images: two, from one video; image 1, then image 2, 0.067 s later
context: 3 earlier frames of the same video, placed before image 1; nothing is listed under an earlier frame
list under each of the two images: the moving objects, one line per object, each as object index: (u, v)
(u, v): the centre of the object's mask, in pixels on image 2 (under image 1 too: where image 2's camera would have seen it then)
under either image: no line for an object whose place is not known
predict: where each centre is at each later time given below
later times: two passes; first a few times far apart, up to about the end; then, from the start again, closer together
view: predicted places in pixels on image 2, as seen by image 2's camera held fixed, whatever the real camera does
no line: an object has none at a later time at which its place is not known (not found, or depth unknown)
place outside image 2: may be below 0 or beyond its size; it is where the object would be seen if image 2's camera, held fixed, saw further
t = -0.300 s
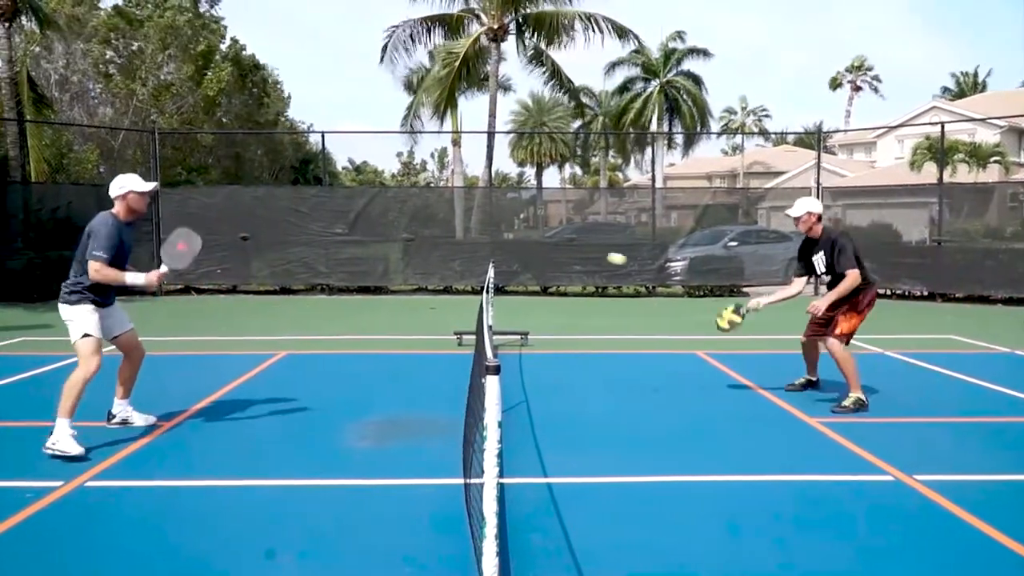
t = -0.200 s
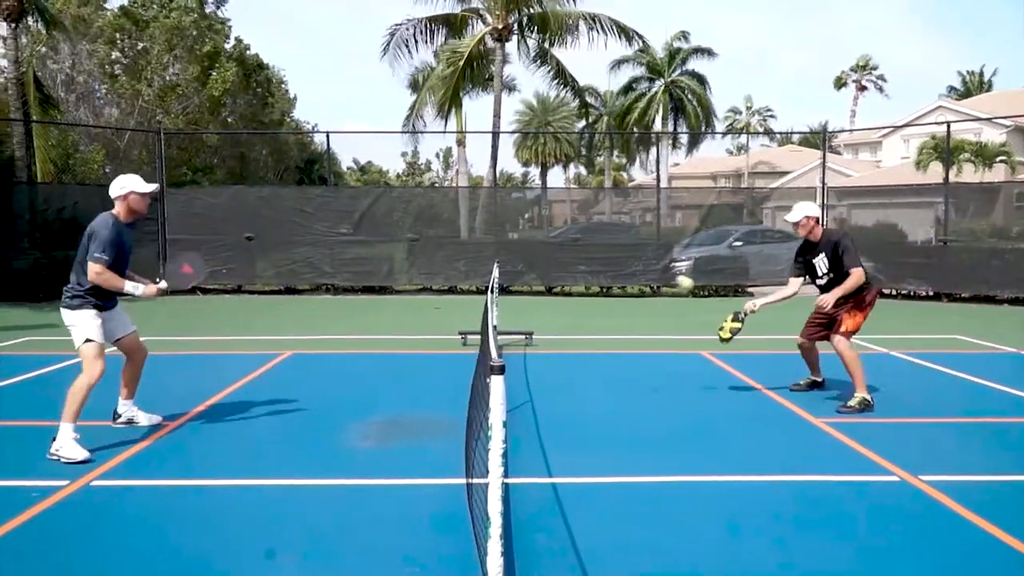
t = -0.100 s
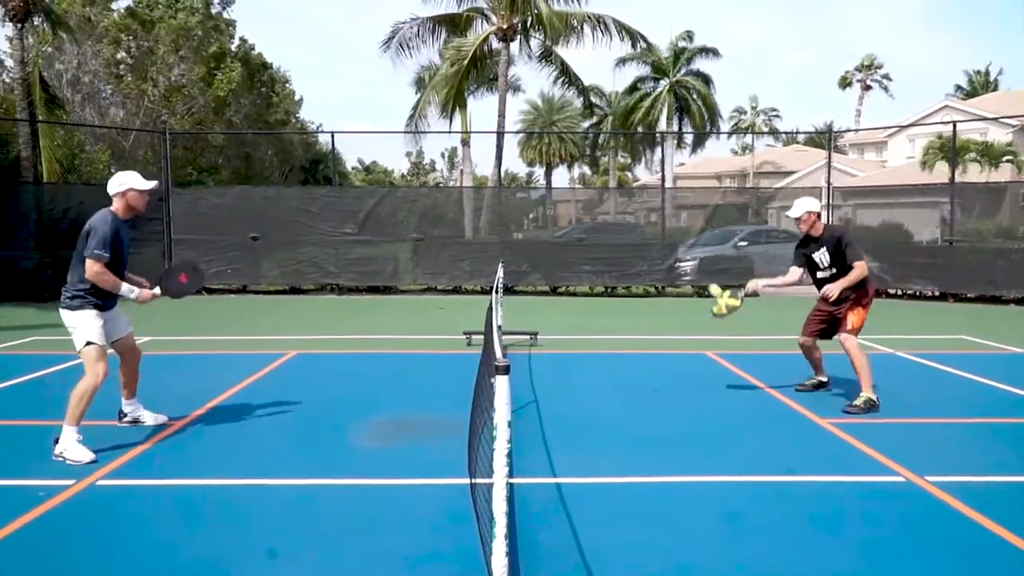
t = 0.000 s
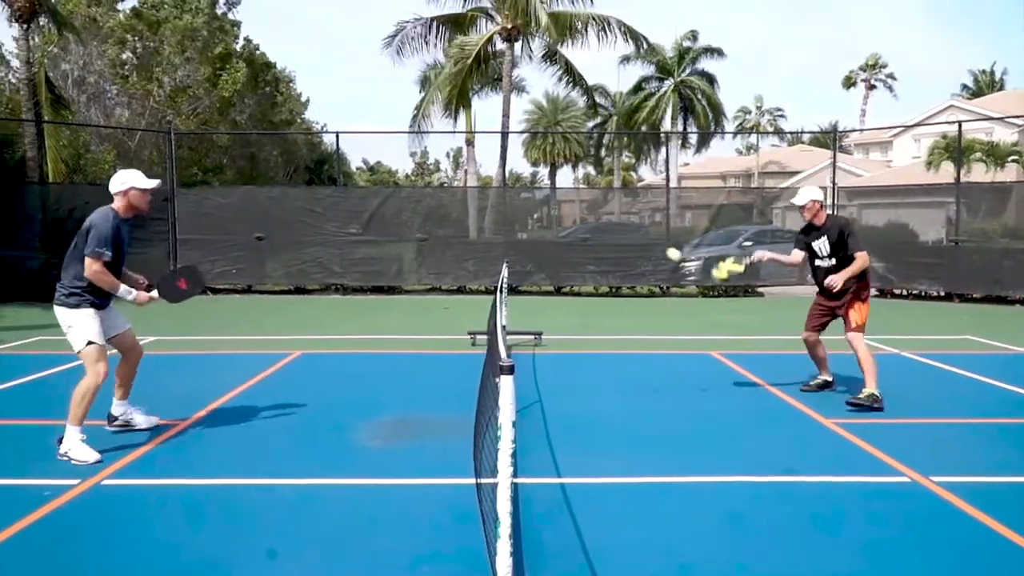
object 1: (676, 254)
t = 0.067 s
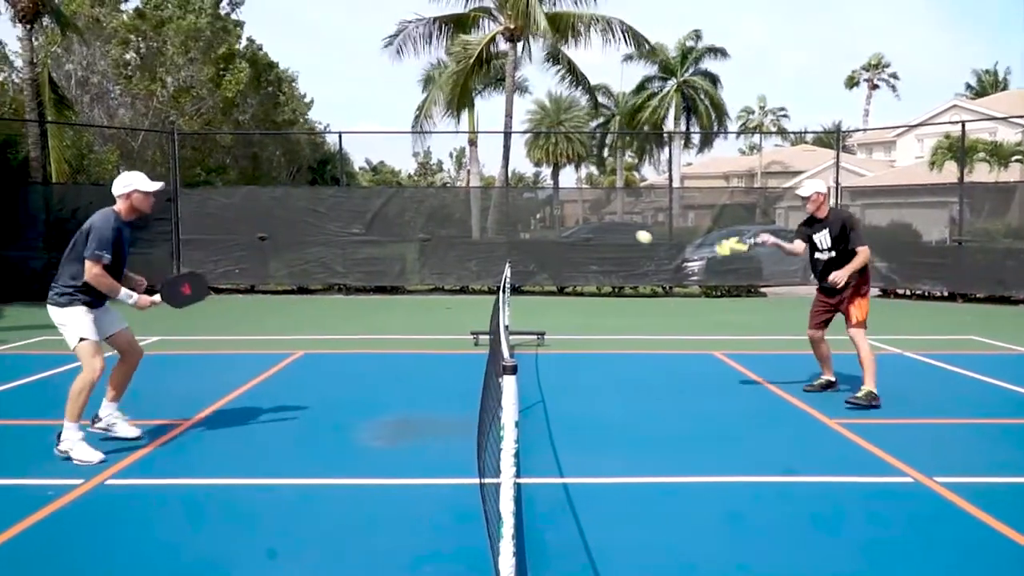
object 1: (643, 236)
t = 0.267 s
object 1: (538, 223)
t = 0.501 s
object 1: (402, 291)
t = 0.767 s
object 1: (229, 457)
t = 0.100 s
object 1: (627, 230)
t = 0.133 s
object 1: (609, 225)
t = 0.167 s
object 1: (592, 222)
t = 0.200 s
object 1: (574, 221)
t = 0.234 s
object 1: (556, 221)
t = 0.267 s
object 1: (538, 223)
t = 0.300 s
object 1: (520, 227)
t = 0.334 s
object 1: (500, 233)
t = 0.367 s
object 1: (481, 240)
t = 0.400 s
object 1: (462, 250)
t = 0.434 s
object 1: (442, 262)
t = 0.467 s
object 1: (422, 276)
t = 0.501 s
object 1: (402, 291)
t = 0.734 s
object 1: (245, 471)
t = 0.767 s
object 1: (229, 457)
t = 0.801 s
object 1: (214, 437)
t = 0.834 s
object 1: (200, 421)
